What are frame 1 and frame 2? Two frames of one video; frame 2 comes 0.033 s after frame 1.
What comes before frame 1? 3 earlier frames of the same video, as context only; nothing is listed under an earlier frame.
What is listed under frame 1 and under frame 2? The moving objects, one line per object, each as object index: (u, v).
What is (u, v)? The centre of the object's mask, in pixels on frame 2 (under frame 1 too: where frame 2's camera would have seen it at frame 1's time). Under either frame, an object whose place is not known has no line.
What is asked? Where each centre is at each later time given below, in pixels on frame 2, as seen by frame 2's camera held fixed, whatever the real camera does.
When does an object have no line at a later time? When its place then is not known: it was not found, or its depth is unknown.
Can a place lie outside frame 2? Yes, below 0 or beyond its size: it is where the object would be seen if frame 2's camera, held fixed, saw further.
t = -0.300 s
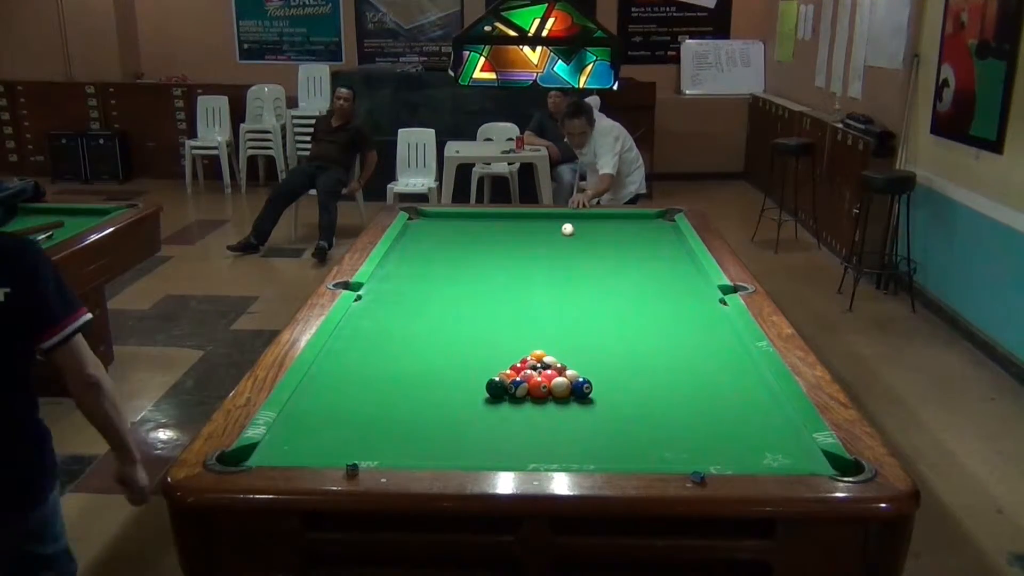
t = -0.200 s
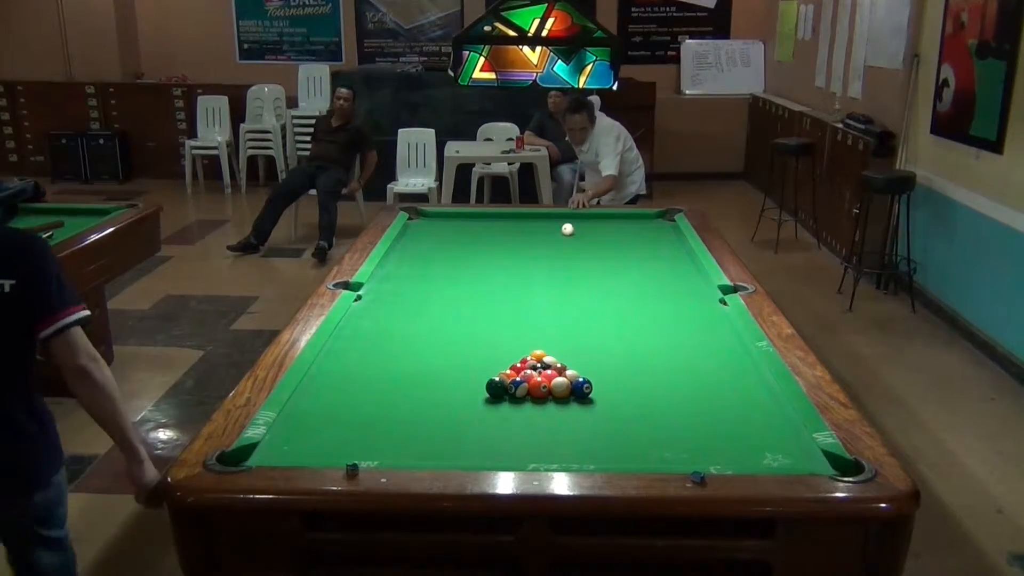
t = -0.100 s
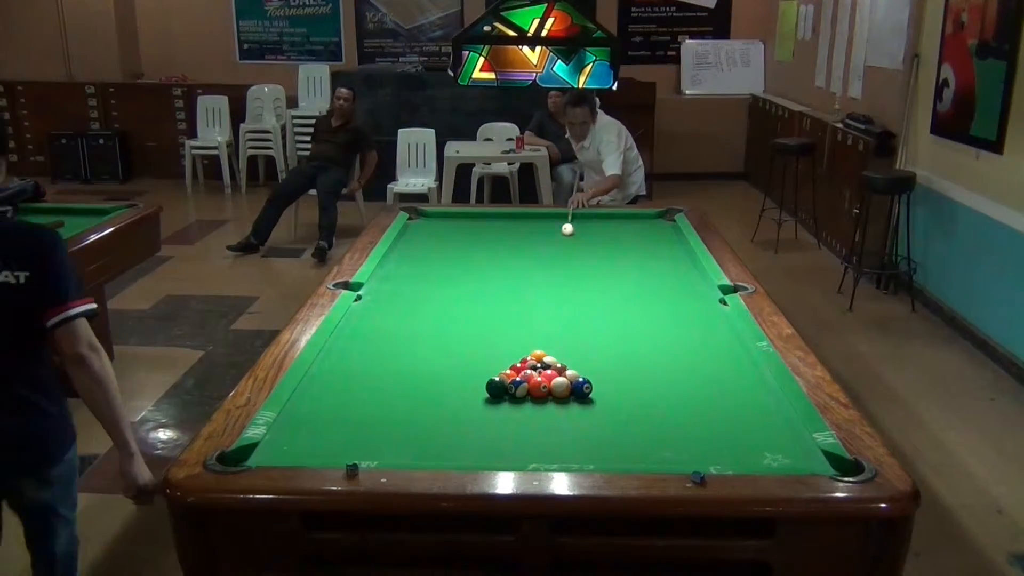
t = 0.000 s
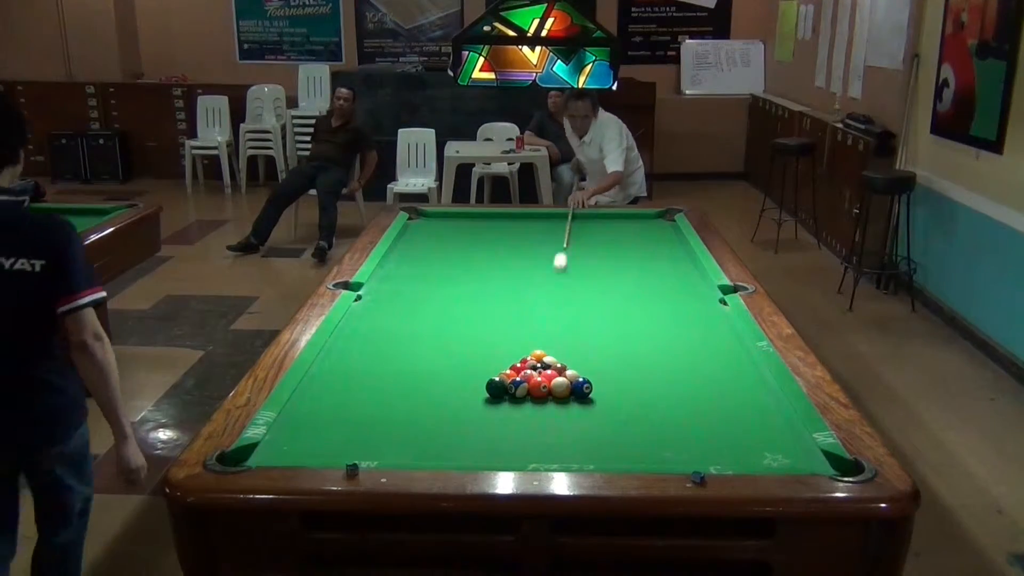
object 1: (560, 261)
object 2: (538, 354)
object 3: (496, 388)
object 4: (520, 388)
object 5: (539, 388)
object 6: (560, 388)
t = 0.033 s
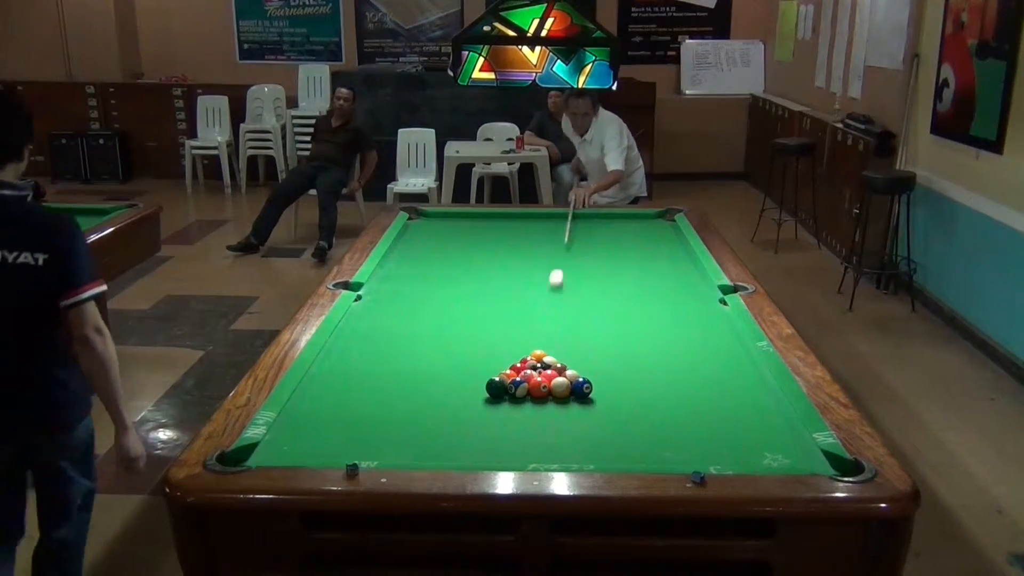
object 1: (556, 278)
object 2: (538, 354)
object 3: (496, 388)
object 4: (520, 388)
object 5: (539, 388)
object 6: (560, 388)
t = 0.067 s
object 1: (552, 299)
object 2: (538, 354)
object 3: (496, 388)
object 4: (520, 388)
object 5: (539, 388)
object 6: (560, 388)
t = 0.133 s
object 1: (542, 345)
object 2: (538, 354)
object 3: (495, 388)
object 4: (520, 388)
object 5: (539, 388)
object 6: (561, 388)
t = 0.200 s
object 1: (545, 344)
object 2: (532, 355)
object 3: (455, 412)
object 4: (524, 408)
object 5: (543, 404)
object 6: (571, 403)
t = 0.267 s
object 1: (547, 338)
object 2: (527, 352)
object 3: (412, 438)
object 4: (528, 425)
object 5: (548, 421)
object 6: (580, 419)
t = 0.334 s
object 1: (550, 333)
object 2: (522, 349)
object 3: (372, 453)
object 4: (527, 445)
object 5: (552, 436)
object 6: (590, 432)
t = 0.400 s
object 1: (551, 329)
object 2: (517, 345)
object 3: (358, 443)
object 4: (530, 457)
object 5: (556, 452)
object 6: (600, 449)
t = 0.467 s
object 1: (553, 326)
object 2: (512, 342)
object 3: (346, 432)
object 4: (531, 452)
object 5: (559, 456)
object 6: (611, 458)
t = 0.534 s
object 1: (554, 323)
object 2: (507, 338)
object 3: (334, 420)
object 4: (533, 444)
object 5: (560, 451)
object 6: (616, 454)
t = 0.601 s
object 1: (556, 320)
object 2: (502, 335)
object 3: (323, 410)
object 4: (535, 435)
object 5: (561, 443)
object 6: (622, 448)
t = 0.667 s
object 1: (557, 317)
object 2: (498, 332)
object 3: (313, 399)
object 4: (536, 428)
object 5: (562, 436)
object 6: (627, 441)
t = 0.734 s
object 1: (559, 314)
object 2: (494, 329)
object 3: (308, 390)
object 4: (537, 421)
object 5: (563, 429)
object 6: (632, 434)
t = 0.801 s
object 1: (560, 312)
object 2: (490, 326)
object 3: (322, 381)
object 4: (539, 414)
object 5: (563, 422)
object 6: (637, 428)
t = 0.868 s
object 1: (561, 309)
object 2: (485, 324)
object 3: (335, 373)
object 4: (540, 407)
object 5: (564, 416)
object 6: (641, 421)
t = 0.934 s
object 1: (563, 307)
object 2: (482, 321)
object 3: (347, 366)
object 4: (541, 401)
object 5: (565, 410)
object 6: (646, 416)
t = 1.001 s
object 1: (564, 304)
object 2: (478, 318)
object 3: (359, 359)
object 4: (542, 395)
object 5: (566, 404)
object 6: (650, 410)
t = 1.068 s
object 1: (565, 302)
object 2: (474, 315)
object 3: (370, 353)
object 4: (543, 389)
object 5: (566, 398)
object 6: (654, 405)
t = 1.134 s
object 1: (566, 300)
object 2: (470, 313)
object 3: (381, 346)
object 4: (545, 383)
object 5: (567, 393)
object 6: (658, 400)
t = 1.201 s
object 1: (567, 297)
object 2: (467, 311)
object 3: (391, 340)
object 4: (546, 377)
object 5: (568, 388)
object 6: (662, 394)
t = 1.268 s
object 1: (568, 295)
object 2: (463, 308)
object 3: (403, 334)
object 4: (550, 374)
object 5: (568, 383)
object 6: (666, 390)
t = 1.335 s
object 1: (569, 293)
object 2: (460, 306)
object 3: (415, 329)
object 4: (554, 371)
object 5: (568, 378)
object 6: (669, 385)
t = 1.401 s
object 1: (570, 291)
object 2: (457, 304)
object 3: (426, 324)
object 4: (559, 368)
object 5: (572, 374)
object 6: (673, 380)
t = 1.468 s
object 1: (571, 289)
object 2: (454, 302)
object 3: (438, 319)
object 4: (560, 363)
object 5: (574, 371)
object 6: (676, 376)
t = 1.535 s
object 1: (572, 287)
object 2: (451, 298)
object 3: (448, 314)
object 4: (563, 358)
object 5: (578, 368)
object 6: (680, 372)
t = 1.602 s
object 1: (573, 285)
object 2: (448, 297)
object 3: (459, 309)
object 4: (567, 355)
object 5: (581, 366)
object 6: (683, 368)
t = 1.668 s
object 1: (574, 283)
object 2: (445, 296)
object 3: (469, 305)
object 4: (570, 352)
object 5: (584, 363)
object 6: (686, 364)
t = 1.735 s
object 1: (574, 282)
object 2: (442, 294)
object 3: (478, 301)
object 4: (572, 349)
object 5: (587, 360)
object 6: (689, 360)
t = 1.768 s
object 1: (575, 281)
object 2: (441, 293)
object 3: (483, 298)
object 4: (573, 347)
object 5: (588, 359)
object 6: (690, 358)
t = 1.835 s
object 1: (576, 279)
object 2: (438, 291)
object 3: (492, 294)
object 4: (576, 343)
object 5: (591, 356)
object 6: (694, 355)
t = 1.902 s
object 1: (576, 277)
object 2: (435, 289)
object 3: (501, 291)
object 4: (578, 341)
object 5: (594, 354)
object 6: (696, 351)
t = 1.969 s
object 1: (577, 276)
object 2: (433, 287)
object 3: (510, 287)
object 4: (581, 337)
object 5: (597, 351)
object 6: (699, 348)
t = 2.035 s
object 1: (577, 274)
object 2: (430, 286)
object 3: (518, 283)
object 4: (583, 334)
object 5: (599, 349)
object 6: (701, 344)
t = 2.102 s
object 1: (576, 272)
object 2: (428, 284)
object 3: (526, 280)
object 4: (586, 332)
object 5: (602, 346)
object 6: (704, 342)
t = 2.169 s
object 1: (576, 269)
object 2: (425, 283)
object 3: (534, 276)
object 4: (588, 329)
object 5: (604, 344)
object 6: (707, 338)
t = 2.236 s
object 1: (576, 266)
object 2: (423, 281)
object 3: (541, 273)
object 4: (590, 325)
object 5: (606, 342)
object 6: (709, 335)
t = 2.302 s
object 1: (575, 263)
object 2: (421, 279)
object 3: (549, 270)
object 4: (592, 322)
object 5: (608, 339)
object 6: (711, 332)
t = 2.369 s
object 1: (575, 260)
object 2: (419, 278)
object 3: (556, 267)
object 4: (594, 320)
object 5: (611, 337)
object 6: (714, 329)
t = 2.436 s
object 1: (575, 259)
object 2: (417, 276)
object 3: (562, 263)
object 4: (596, 318)
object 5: (613, 335)
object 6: (716, 327)
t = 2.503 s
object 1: (580, 256)
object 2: (415, 275)
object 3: (564, 261)
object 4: (598, 315)
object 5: (615, 333)
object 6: (718, 324)
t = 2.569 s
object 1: (584, 255)
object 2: (413, 273)
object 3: (565, 259)
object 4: (600, 312)
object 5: (616, 331)
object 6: (720, 321)
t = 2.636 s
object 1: (587, 253)
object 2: (412, 272)
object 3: (565, 256)
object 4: (601, 310)
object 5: (618, 329)
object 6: (723, 319)
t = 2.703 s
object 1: (590, 250)
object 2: (412, 271)
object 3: (568, 253)
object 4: (603, 308)
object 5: (620, 328)
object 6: (725, 316)
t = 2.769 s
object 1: (593, 248)
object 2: (412, 270)
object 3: (570, 251)
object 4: (605, 306)
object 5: (622, 326)
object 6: (724, 314)
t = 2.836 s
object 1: (597, 245)
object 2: (413, 269)
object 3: (571, 249)
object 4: (606, 304)
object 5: (624, 324)
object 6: (721, 313)
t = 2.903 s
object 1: (599, 243)
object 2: (413, 268)
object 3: (573, 248)
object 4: (608, 302)
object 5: (625, 322)
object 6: (719, 311)
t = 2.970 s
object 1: (602, 241)
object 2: (413, 267)
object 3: (575, 247)
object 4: (609, 300)
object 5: (627, 321)
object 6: (716, 310)
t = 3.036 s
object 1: (605, 238)
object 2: (413, 266)
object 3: (576, 246)
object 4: (611, 298)
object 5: (629, 319)
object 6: (713, 308)
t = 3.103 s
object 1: (608, 236)
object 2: (414, 265)
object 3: (577, 244)
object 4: (612, 296)
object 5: (630, 317)
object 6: (711, 307)
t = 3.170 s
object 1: (611, 234)
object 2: (414, 264)
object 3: (578, 242)
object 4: (614, 294)
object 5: (632, 316)
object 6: (709, 306)
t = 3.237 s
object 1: (613, 232)
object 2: (414, 263)
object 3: (580, 241)
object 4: (615, 292)
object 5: (633, 315)
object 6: (708, 306)
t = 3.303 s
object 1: (616, 230)
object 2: (414, 262)
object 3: (581, 240)
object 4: (616, 290)
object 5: (635, 313)
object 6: (706, 305)
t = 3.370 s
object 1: (618, 228)
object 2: (414, 262)
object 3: (582, 237)
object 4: (618, 289)
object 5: (636, 312)
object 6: (705, 304)
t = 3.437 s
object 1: (621, 226)
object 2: (415, 261)
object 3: (583, 236)
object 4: (619, 287)
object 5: (638, 311)
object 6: (703, 304)
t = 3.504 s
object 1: (623, 224)
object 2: (415, 260)
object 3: (584, 235)
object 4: (621, 285)
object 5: (639, 309)
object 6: (702, 303)
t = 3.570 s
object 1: (625, 222)
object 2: (415, 259)
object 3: (585, 233)
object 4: (622, 284)
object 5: (640, 308)
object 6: (701, 303)
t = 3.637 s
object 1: (627, 220)
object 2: (415, 259)
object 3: (586, 232)
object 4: (623, 282)
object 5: (642, 307)
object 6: (699, 302)
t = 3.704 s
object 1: (629, 219)
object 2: (415, 258)
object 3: (587, 230)
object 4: (624, 281)
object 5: (643, 306)
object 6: (698, 302)
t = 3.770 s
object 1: (632, 217)
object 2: (415, 257)
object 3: (589, 229)
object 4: (625, 279)
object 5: (644, 305)
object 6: (697, 301)
